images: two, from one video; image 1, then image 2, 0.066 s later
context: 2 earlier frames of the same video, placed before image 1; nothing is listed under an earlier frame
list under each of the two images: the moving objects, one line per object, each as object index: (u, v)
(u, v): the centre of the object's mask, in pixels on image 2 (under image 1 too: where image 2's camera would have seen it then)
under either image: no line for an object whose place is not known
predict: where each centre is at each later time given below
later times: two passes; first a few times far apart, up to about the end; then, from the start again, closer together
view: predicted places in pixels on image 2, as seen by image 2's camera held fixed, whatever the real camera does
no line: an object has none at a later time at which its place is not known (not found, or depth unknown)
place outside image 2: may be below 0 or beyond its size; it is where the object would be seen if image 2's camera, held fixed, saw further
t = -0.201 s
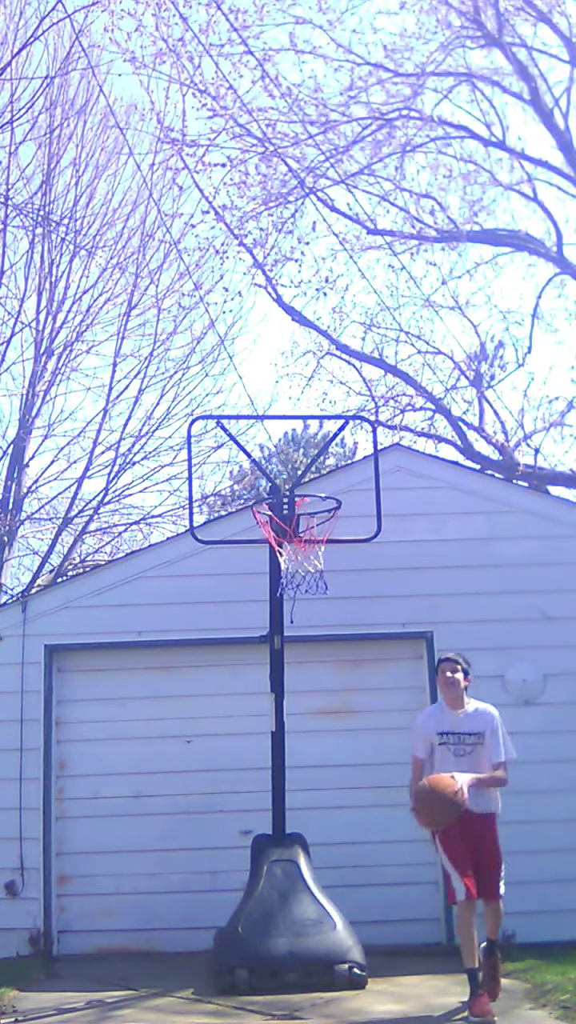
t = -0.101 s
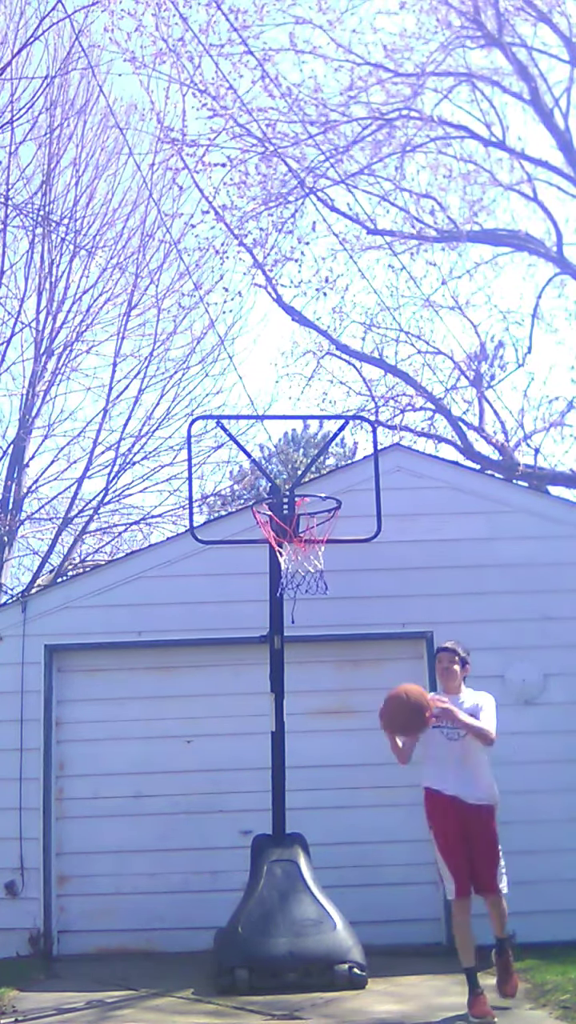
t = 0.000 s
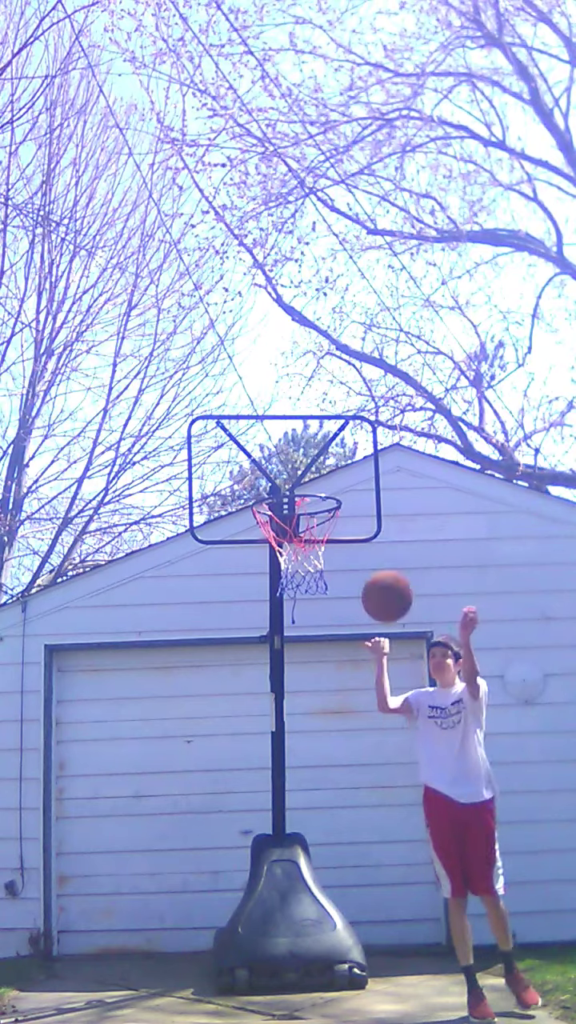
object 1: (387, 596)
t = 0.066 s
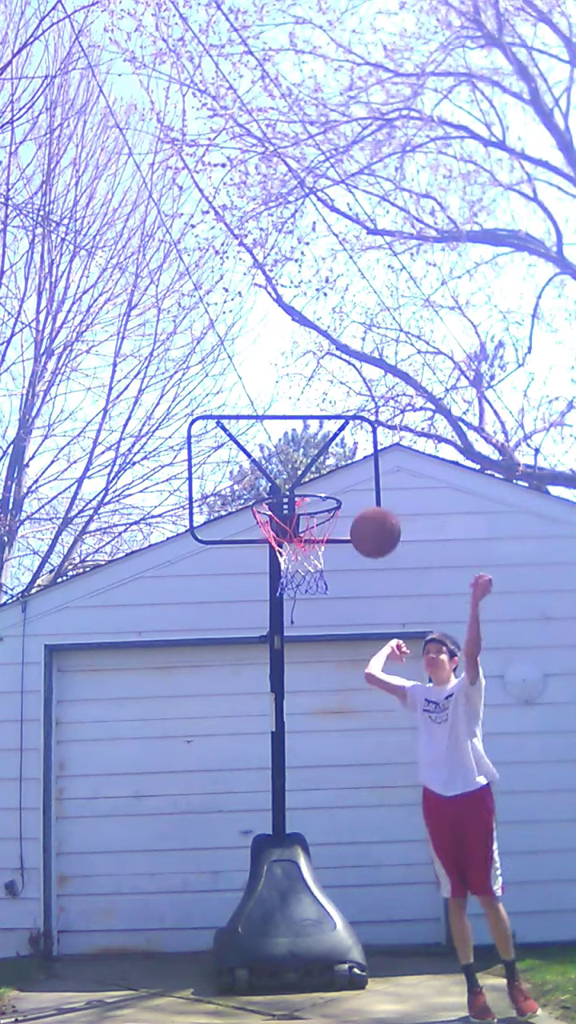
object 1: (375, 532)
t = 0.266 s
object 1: (344, 395)
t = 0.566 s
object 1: (301, 340)
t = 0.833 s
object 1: (266, 458)
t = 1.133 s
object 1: (216, 852)
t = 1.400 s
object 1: (197, 868)
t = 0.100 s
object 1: (369, 504)
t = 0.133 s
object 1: (364, 478)
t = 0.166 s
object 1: (359, 454)
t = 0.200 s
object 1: (354, 433)
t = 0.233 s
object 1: (349, 413)
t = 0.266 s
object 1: (344, 395)
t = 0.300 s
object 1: (339, 380)
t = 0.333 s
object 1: (334, 367)
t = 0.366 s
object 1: (329, 357)
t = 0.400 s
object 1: (324, 348)
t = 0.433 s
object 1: (319, 342)
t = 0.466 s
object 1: (315, 338)
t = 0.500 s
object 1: (310, 336)
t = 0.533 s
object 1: (306, 337)
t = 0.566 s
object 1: (301, 340)
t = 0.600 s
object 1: (297, 345)
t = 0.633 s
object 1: (292, 354)
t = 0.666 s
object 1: (288, 364)
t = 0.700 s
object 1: (283, 377)
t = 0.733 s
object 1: (279, 392)
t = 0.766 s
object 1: (274, 411)
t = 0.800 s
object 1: (270, 433)
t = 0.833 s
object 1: (266, 458)
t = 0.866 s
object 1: (261, 486)
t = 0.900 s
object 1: (256, 517)
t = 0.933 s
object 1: (251, 552)
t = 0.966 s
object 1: (245, 590)
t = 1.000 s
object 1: (240, 633)
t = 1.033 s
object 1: (234, 681)
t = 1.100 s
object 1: (222, 790)
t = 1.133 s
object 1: (216, 852)
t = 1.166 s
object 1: (209, 920)
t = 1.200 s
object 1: (202, 989)
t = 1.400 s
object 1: (197, 868)
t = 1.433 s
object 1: (198, 826)
